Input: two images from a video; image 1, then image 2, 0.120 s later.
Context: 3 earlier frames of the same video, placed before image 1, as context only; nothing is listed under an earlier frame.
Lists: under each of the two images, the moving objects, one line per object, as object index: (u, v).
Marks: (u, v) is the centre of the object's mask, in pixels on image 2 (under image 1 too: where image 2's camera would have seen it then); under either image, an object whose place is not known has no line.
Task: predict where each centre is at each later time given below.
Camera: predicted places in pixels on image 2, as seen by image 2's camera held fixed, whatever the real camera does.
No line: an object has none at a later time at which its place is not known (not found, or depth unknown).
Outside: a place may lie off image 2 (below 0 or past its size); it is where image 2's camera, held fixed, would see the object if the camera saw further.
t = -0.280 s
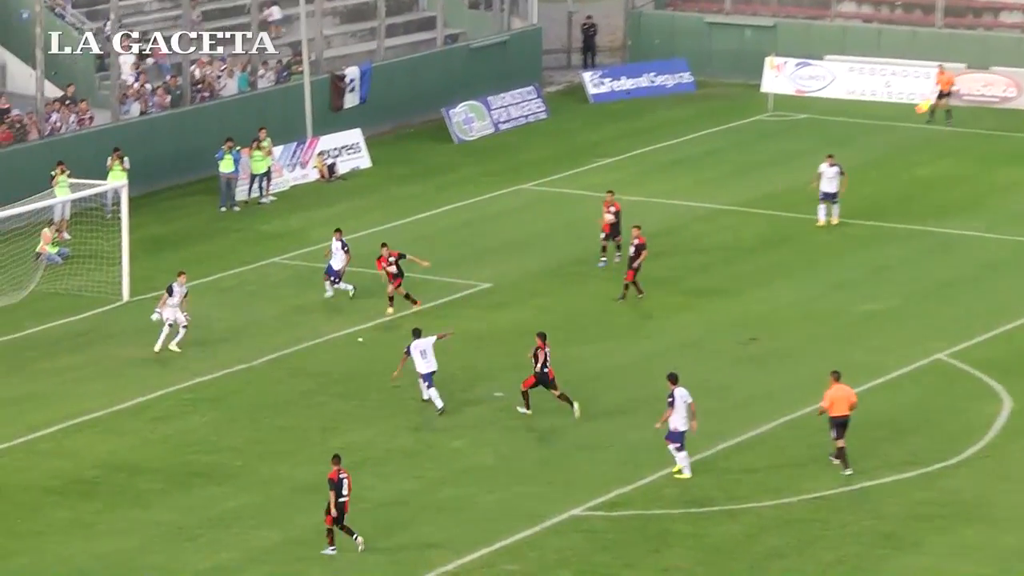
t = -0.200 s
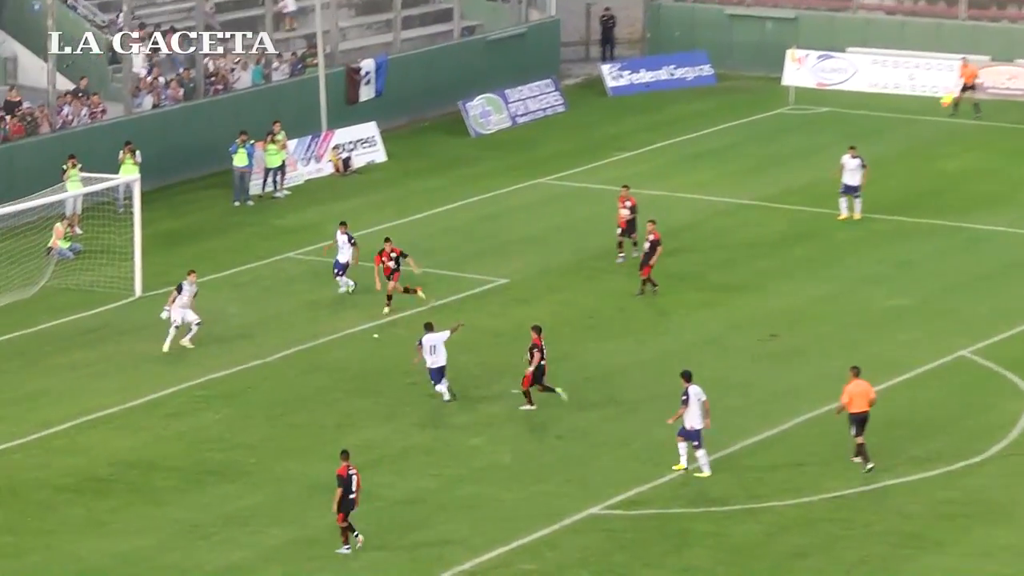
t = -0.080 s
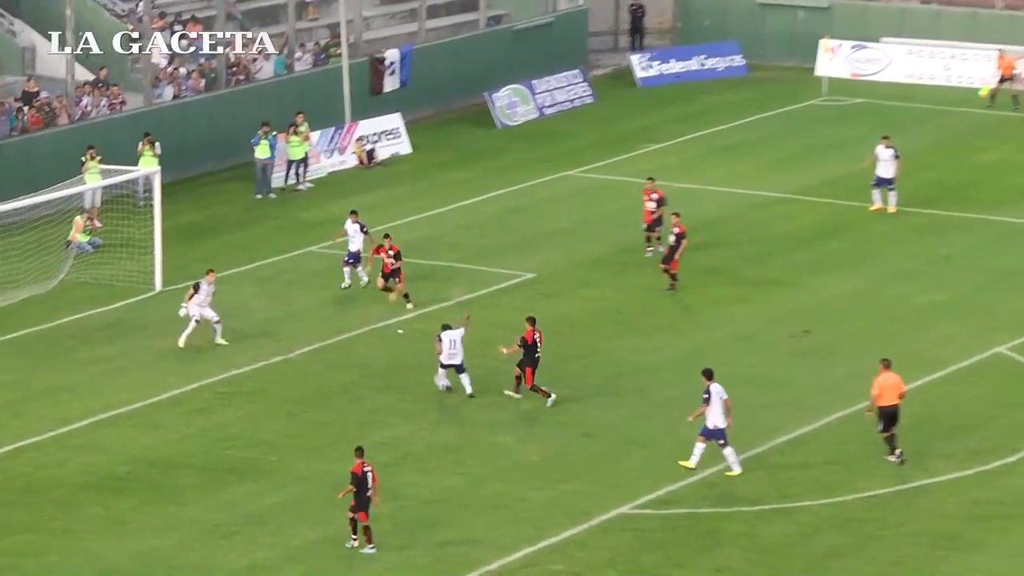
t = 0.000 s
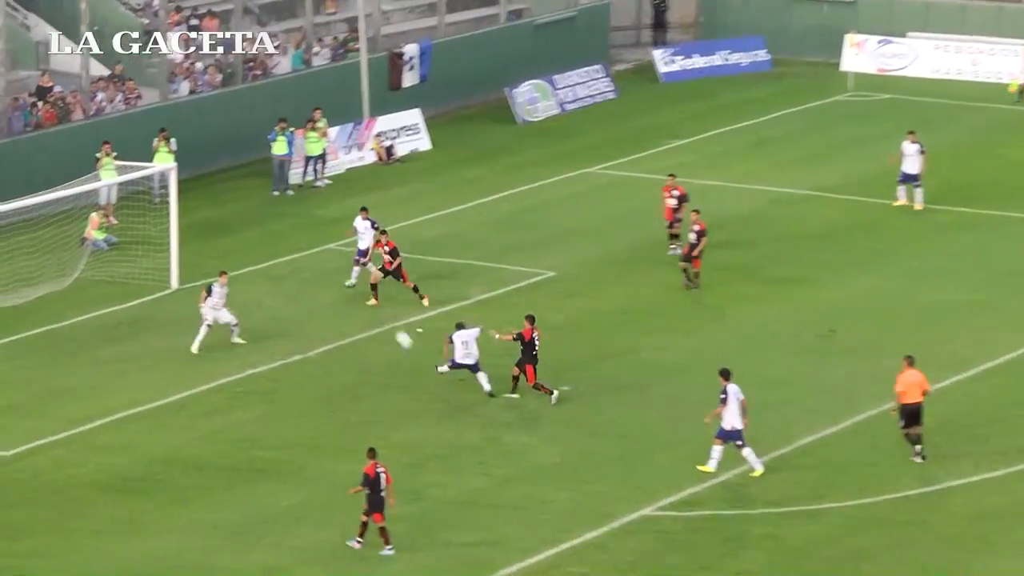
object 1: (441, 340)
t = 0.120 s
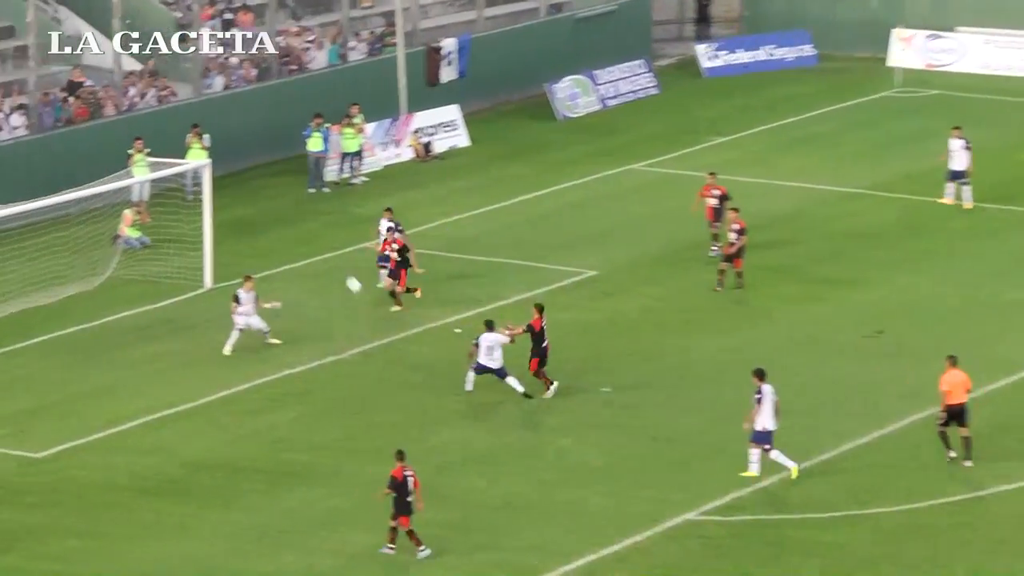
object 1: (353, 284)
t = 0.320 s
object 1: (213, 222)
